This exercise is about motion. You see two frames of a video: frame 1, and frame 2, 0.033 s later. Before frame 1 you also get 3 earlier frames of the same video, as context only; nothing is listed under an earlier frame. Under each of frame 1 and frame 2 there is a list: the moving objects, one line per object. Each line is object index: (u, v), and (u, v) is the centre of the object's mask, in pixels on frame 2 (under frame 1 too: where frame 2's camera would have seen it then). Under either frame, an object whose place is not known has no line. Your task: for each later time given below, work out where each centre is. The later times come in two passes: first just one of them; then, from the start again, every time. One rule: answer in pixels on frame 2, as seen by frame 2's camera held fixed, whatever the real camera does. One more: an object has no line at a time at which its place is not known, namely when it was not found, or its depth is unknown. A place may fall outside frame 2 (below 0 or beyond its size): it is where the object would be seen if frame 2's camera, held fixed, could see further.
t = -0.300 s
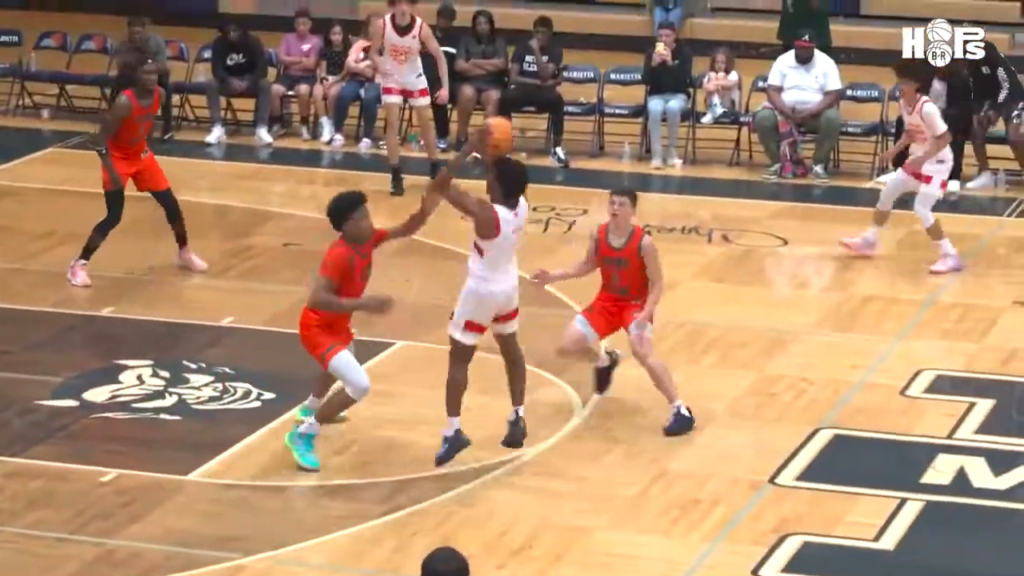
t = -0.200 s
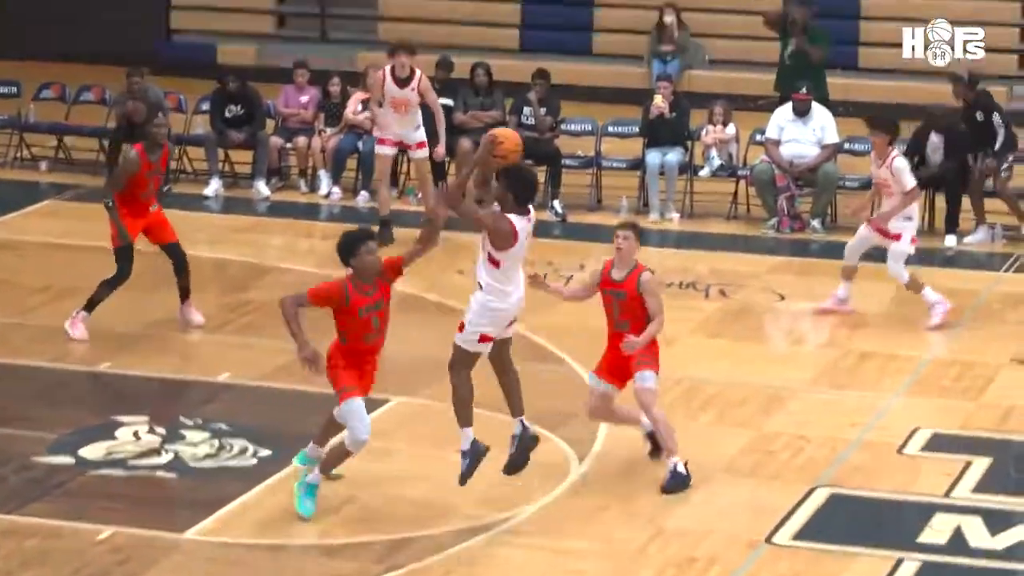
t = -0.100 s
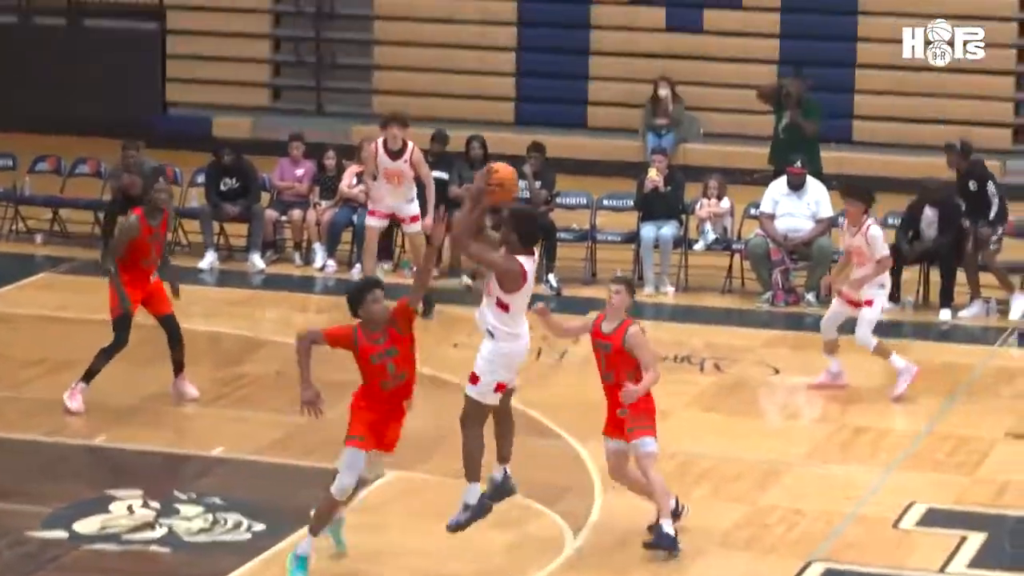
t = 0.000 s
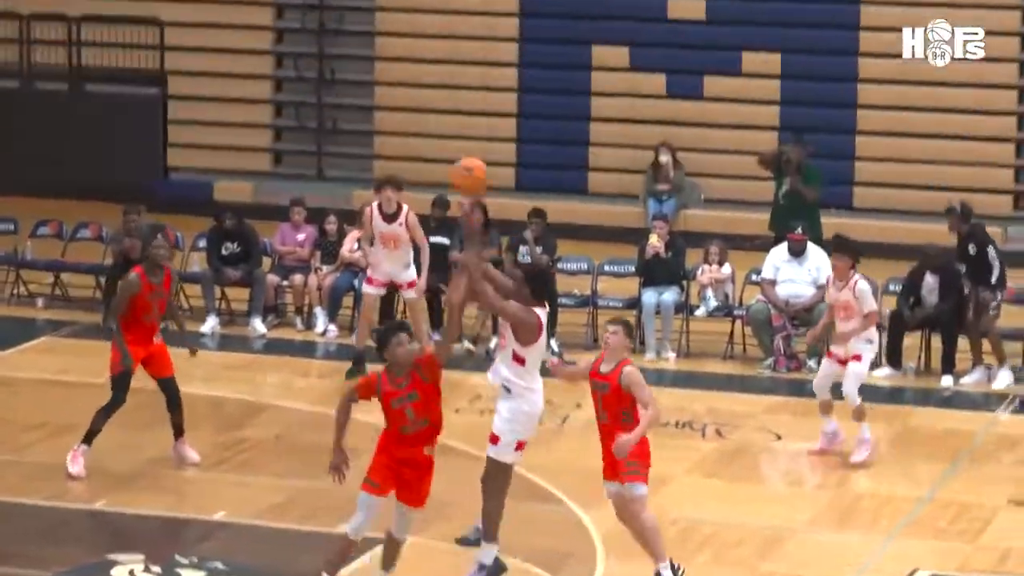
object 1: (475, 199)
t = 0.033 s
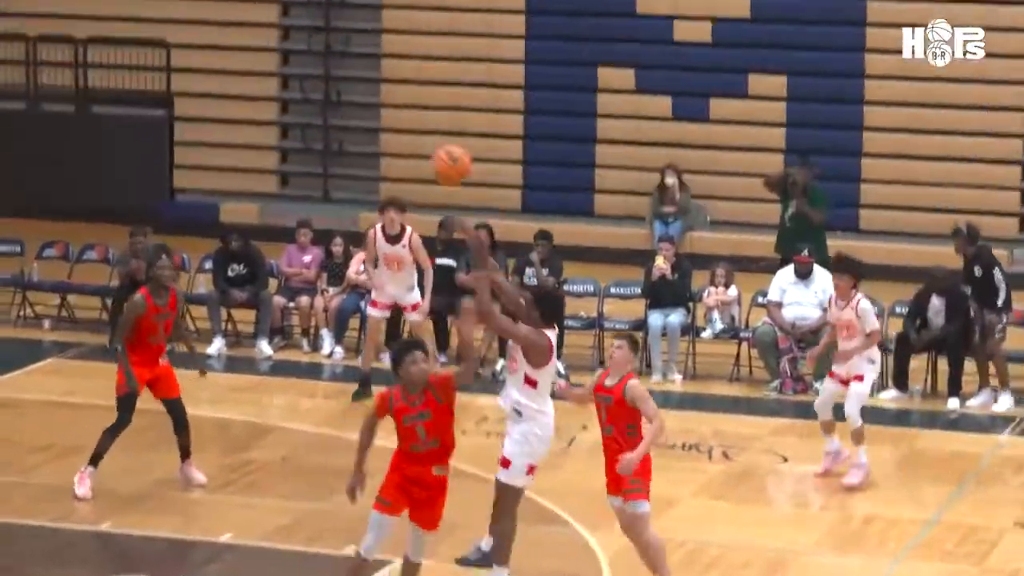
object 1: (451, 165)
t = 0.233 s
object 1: (299, 3)
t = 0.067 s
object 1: (425, 133)
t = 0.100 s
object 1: (399, 104)
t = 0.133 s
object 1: (374, 76)
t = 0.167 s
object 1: (349, 50)
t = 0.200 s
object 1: (323, 26)
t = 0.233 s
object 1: (299, 3)
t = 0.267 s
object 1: (275, -17)
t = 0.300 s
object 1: (252, -36)
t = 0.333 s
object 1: (226, -53)
